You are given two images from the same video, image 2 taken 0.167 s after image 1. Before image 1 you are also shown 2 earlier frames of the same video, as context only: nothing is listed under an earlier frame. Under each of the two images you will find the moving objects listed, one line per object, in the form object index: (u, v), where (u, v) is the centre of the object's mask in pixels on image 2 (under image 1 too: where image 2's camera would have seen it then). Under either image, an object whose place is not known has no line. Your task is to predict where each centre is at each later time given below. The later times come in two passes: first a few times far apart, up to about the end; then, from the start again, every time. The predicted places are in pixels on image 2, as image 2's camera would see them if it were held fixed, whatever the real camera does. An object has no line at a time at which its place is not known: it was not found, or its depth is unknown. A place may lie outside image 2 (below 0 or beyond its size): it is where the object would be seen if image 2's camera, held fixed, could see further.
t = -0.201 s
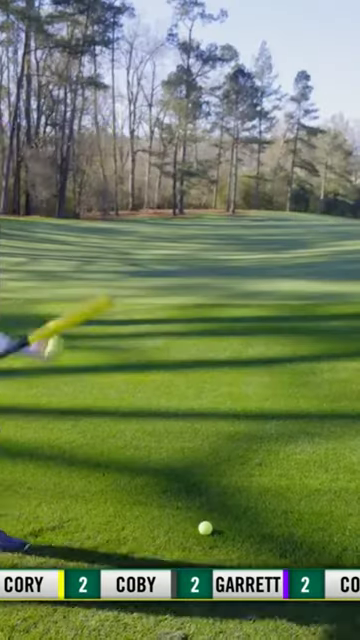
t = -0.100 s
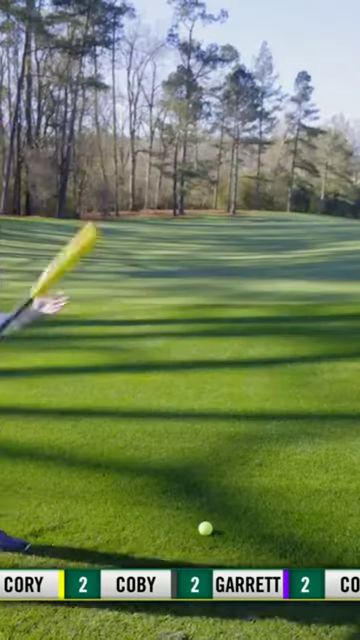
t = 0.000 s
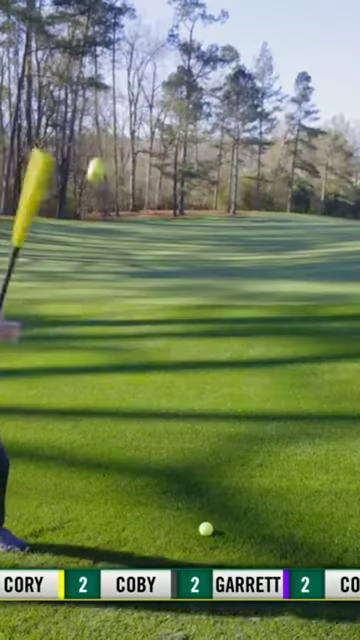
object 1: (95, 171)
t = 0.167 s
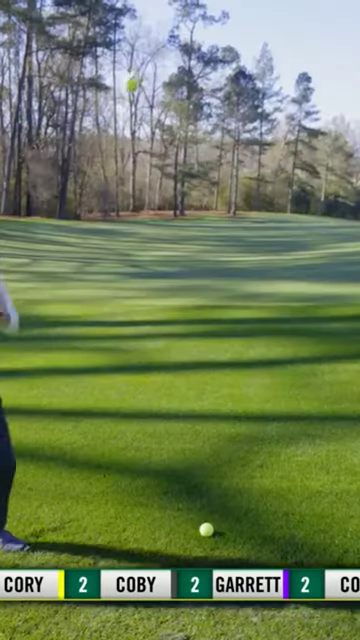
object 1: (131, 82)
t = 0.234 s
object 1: (144, 66)
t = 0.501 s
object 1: (193, 108)
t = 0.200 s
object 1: (137, 73)
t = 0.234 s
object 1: (144, 66)
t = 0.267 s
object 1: (151, 62)
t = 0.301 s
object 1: (157, 60)
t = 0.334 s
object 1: (164, 61)
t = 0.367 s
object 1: (170, 65)
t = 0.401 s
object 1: (176, 72)
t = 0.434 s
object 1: (183, 80)
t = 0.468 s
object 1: (188, 92)
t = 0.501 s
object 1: (193, 108)
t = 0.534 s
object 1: (199, 123)
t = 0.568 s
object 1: (204, 142)
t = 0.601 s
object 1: (210, 165)
